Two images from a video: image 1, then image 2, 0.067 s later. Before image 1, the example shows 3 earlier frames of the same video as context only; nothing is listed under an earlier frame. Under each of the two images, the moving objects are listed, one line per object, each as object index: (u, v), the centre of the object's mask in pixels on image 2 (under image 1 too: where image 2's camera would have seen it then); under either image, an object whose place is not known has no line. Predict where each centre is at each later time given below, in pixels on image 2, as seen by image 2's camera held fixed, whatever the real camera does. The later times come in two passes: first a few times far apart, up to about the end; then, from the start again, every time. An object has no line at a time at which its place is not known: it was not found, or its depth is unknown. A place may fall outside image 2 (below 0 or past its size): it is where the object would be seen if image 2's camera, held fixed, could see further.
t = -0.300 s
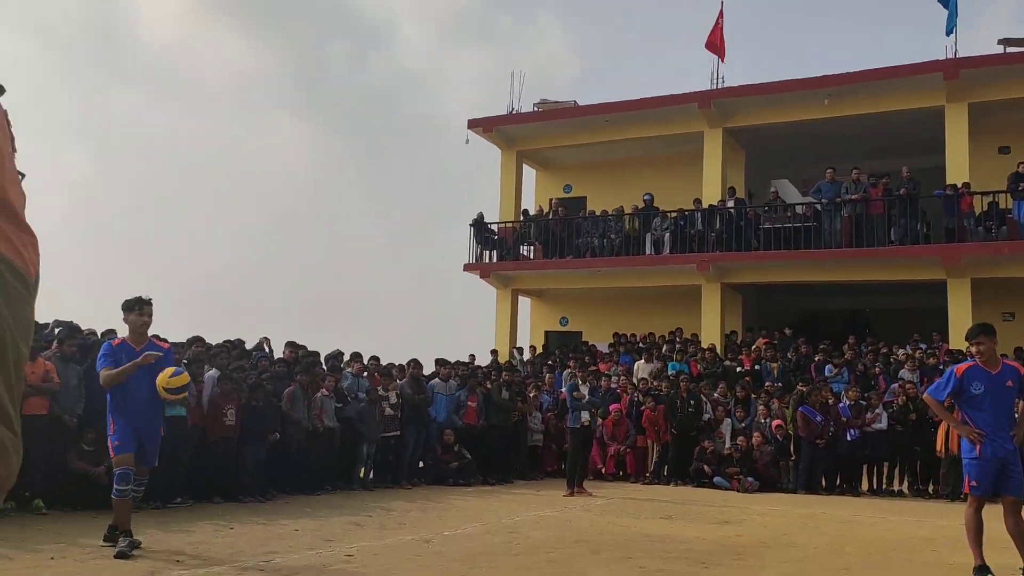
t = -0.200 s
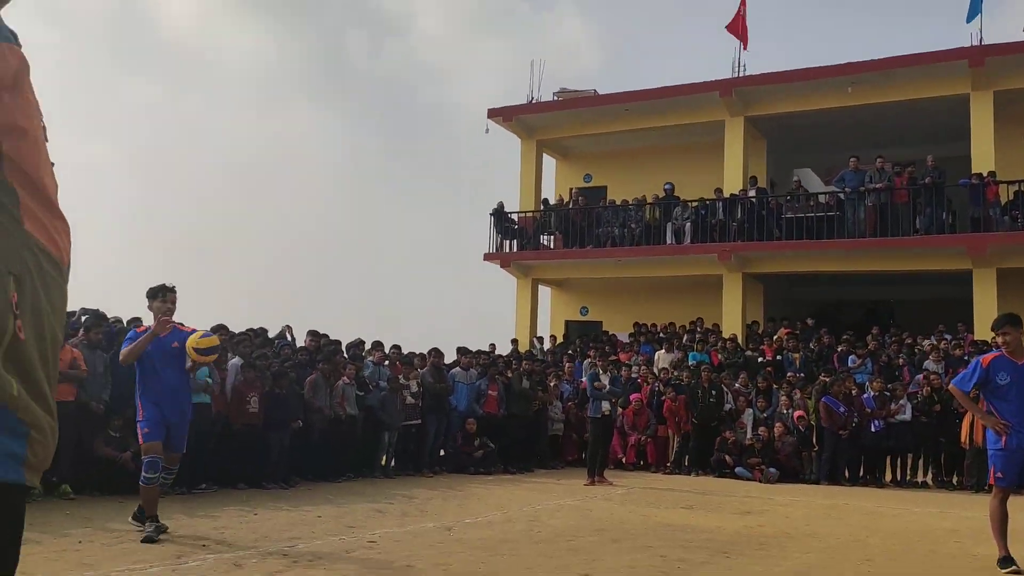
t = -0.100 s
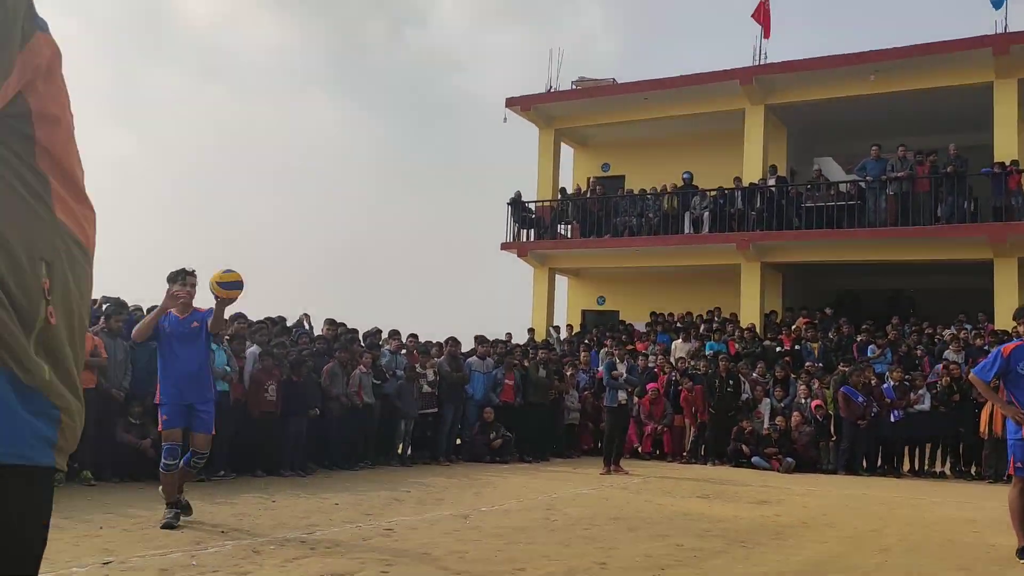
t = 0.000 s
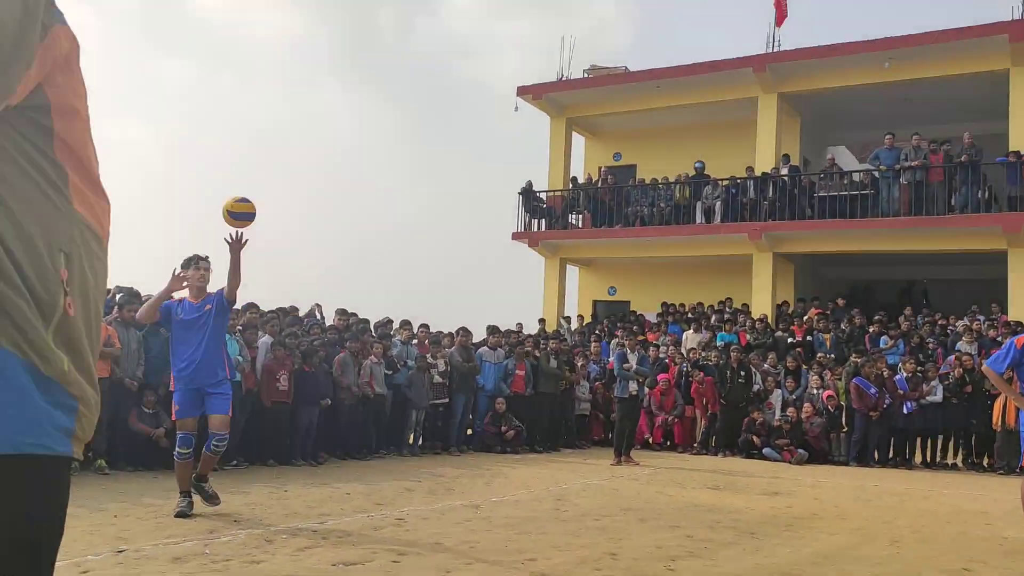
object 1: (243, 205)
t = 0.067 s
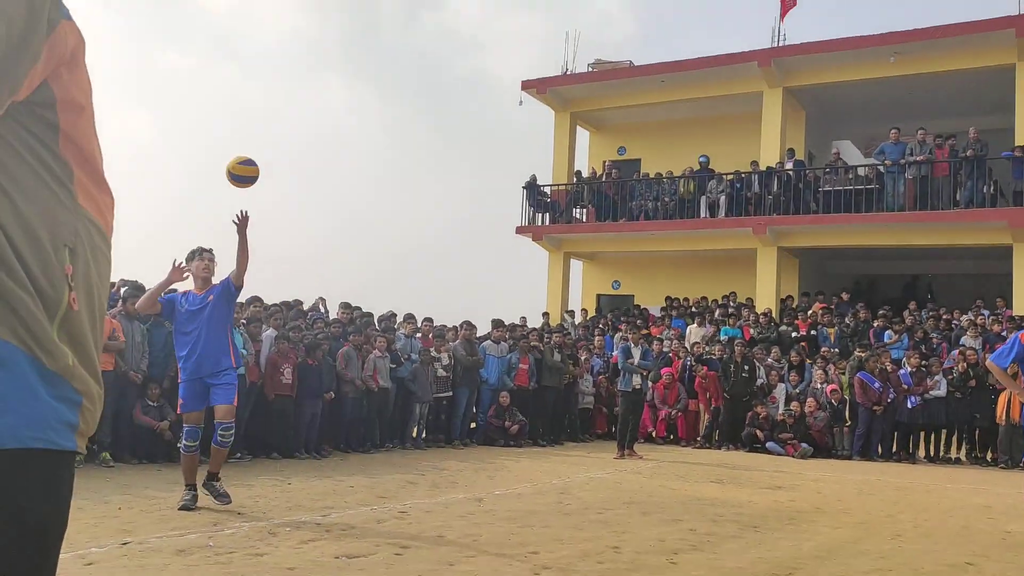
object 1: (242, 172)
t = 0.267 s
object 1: (240, 109)
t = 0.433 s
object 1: (234, 101)
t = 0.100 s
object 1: (243, 157)
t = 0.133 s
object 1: (243, 144)
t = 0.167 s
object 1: (242, 134)
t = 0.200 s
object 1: (242, 124)
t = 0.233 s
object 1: (241, 116)
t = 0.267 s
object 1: (240, 109)
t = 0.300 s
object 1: (238, 104)
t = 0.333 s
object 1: (237, 101)
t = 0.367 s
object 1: (237, 99)
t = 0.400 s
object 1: (235, 99)
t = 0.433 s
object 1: (234, 101)
